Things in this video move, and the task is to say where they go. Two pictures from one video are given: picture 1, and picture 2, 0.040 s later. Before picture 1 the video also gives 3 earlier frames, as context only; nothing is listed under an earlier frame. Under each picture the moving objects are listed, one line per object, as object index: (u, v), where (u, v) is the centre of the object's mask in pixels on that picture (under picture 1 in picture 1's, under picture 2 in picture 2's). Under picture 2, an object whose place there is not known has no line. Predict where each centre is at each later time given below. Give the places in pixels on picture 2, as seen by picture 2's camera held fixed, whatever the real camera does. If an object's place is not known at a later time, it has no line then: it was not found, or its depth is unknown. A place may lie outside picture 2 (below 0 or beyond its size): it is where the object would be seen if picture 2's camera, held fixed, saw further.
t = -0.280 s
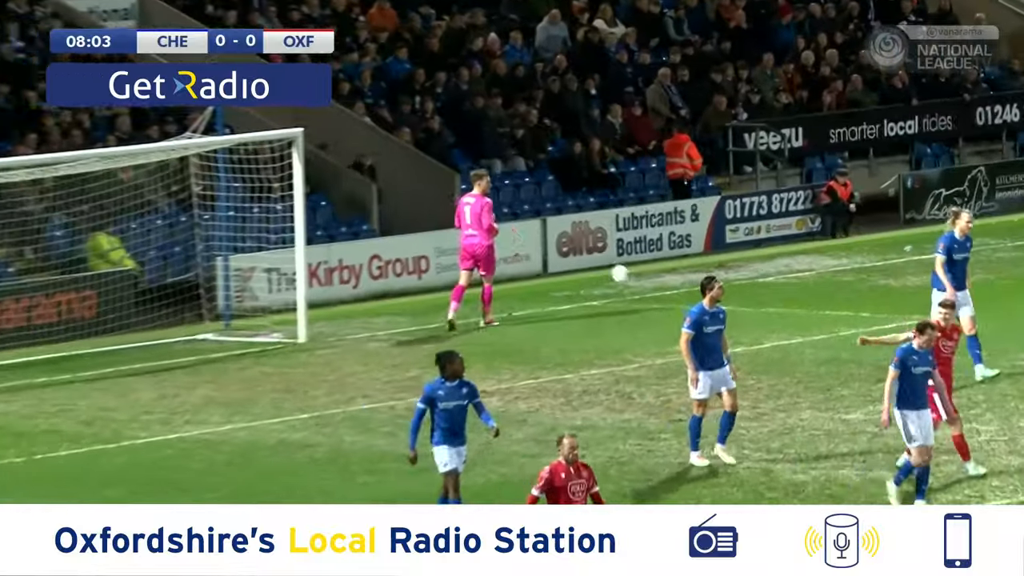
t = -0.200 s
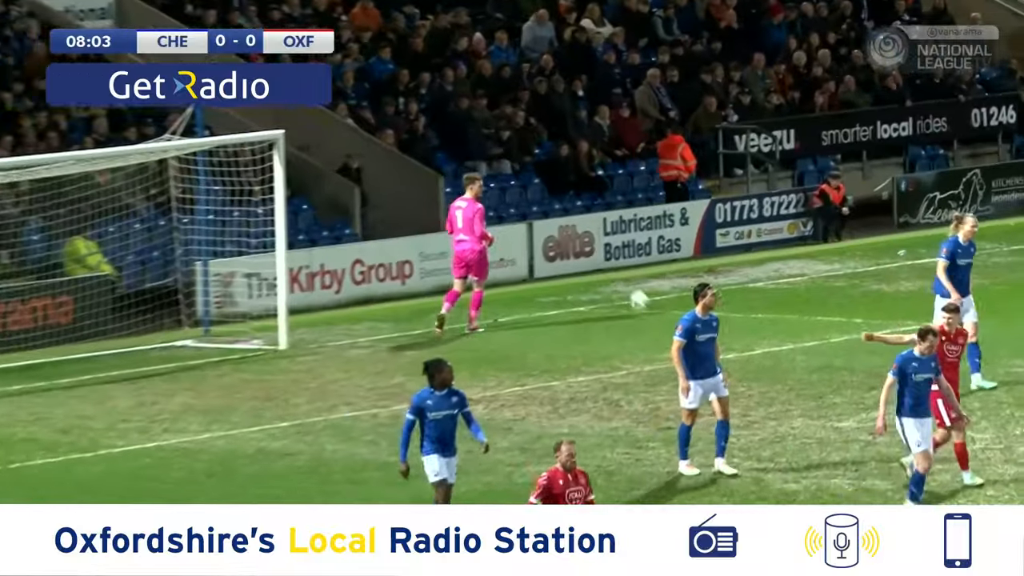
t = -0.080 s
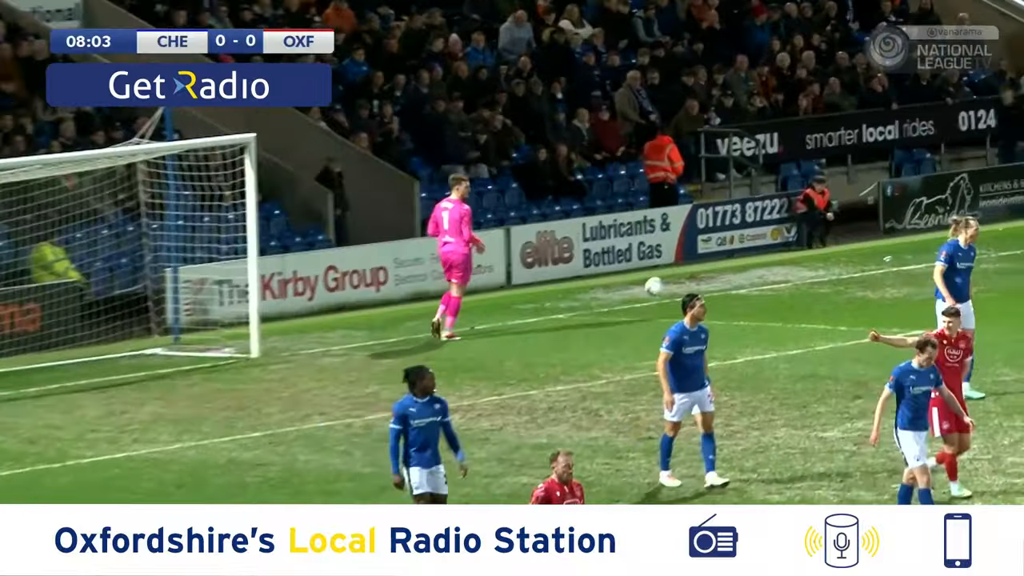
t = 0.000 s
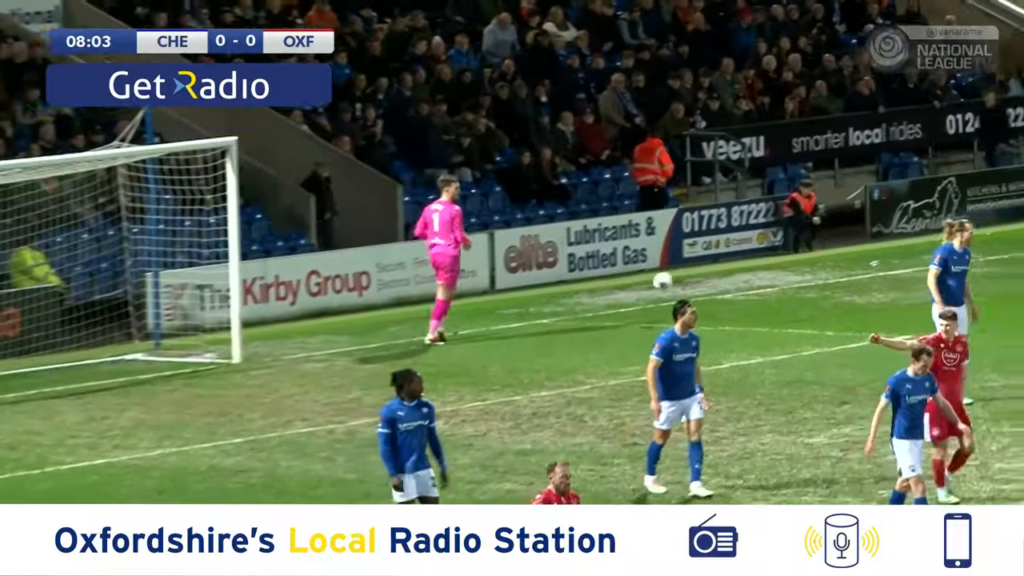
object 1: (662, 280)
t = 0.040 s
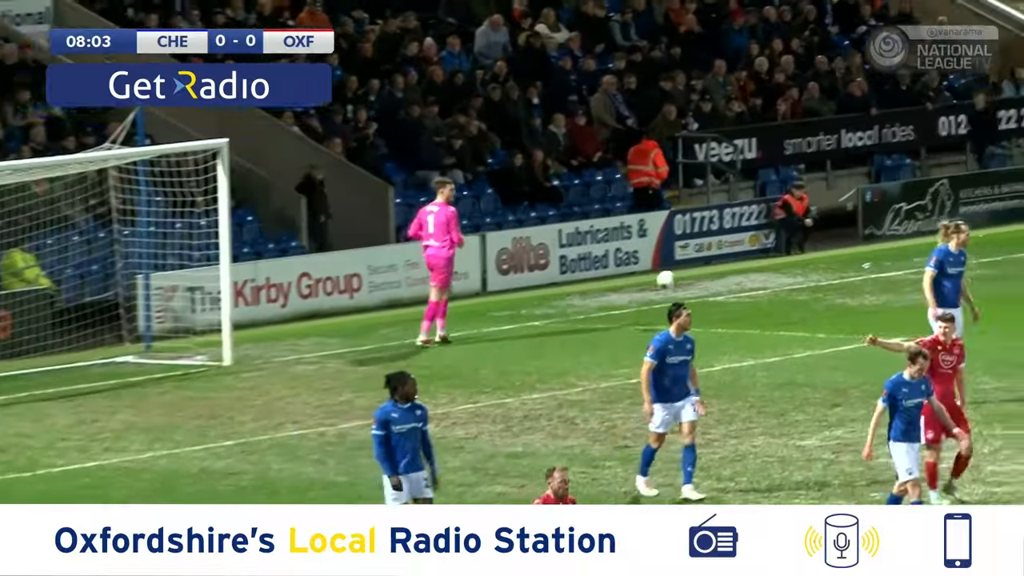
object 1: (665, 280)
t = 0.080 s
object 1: (676, 278)
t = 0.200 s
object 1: (707, 280)
